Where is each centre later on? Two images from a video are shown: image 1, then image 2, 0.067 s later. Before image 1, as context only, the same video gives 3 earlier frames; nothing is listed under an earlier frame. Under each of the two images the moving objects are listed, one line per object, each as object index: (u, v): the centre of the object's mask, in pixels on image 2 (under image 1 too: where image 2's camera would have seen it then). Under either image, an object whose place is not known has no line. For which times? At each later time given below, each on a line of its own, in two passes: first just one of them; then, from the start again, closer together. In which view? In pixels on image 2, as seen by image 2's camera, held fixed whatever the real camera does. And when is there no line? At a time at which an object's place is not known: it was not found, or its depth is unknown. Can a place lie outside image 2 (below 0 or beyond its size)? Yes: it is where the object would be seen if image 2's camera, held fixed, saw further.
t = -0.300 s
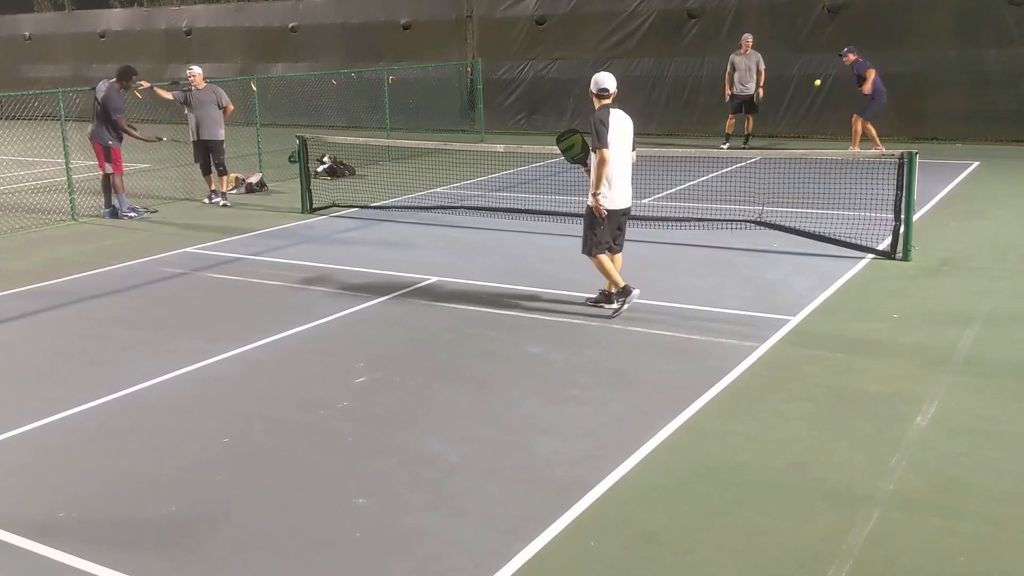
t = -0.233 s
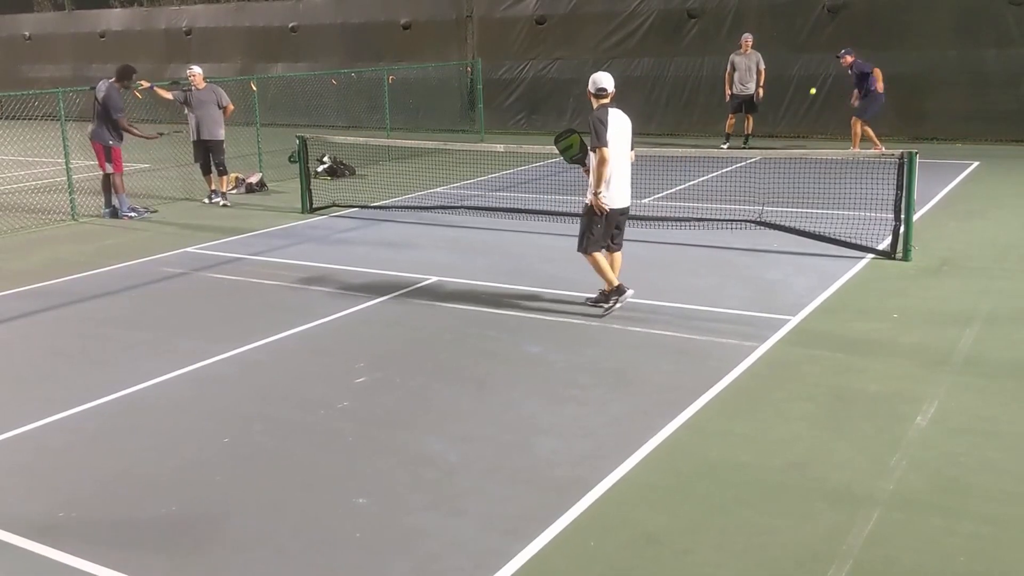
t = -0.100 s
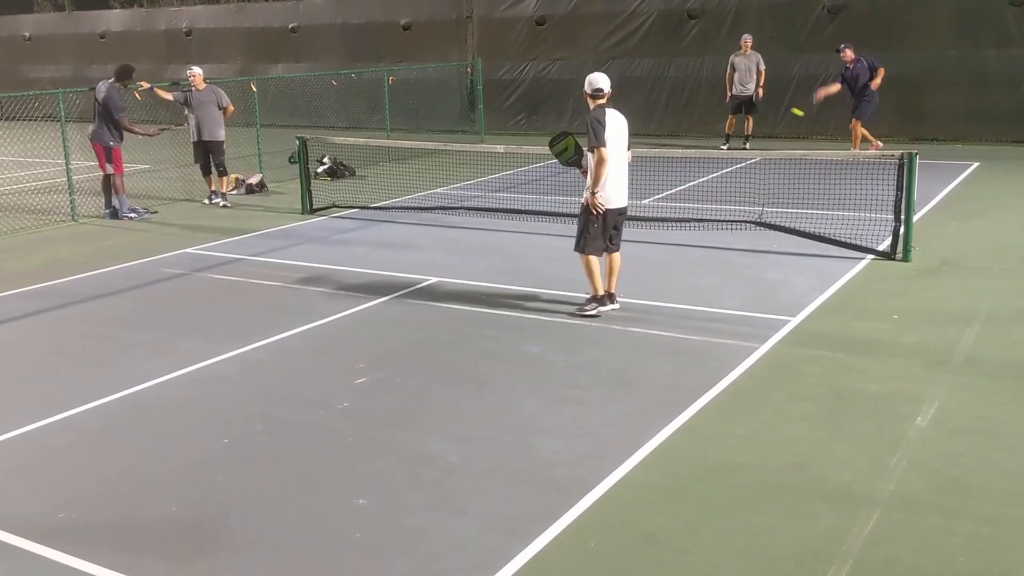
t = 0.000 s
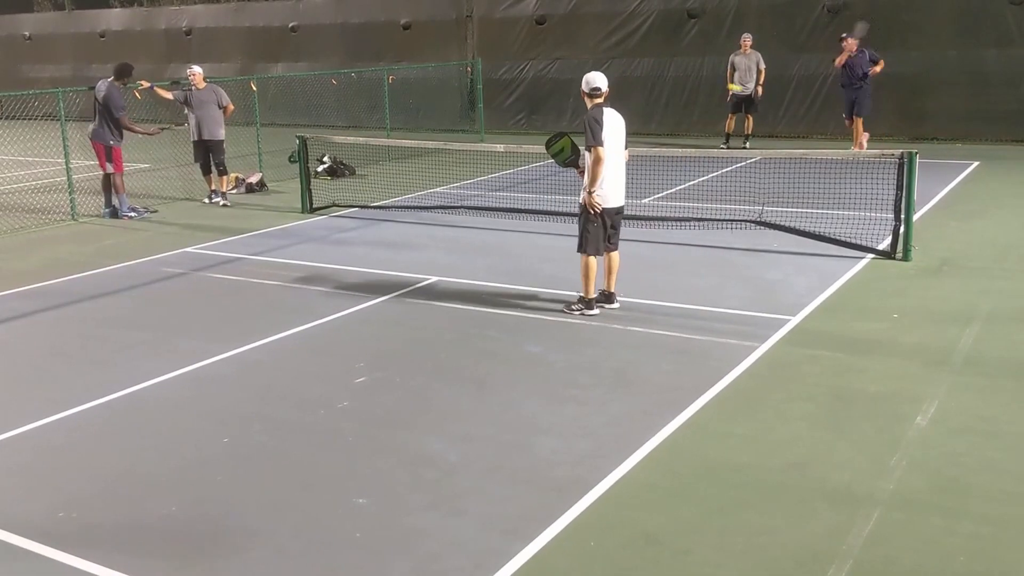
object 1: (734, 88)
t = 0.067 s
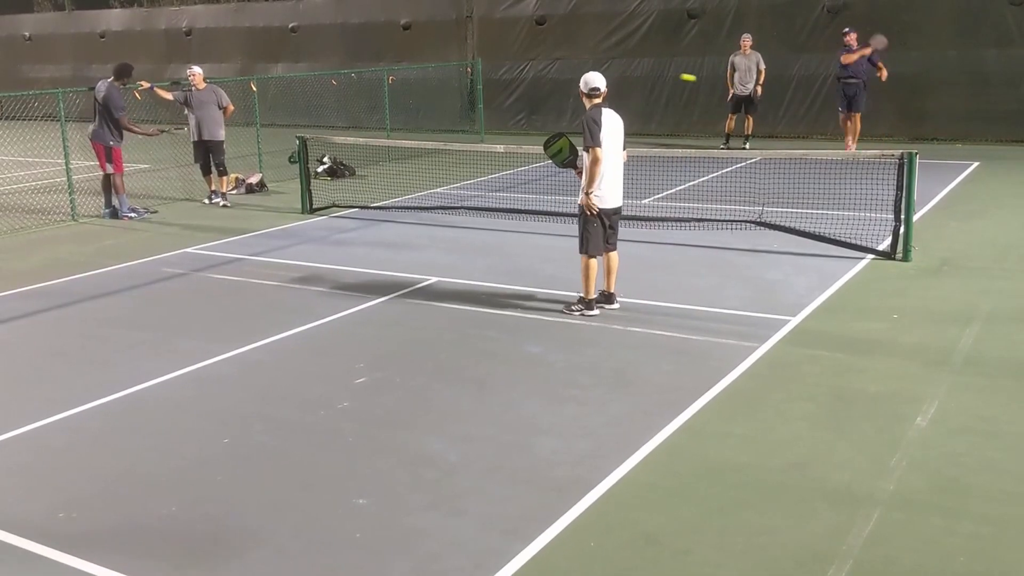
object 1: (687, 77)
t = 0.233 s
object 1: (553, 73)
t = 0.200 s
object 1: (581, 71)
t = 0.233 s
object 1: (553, 73)
